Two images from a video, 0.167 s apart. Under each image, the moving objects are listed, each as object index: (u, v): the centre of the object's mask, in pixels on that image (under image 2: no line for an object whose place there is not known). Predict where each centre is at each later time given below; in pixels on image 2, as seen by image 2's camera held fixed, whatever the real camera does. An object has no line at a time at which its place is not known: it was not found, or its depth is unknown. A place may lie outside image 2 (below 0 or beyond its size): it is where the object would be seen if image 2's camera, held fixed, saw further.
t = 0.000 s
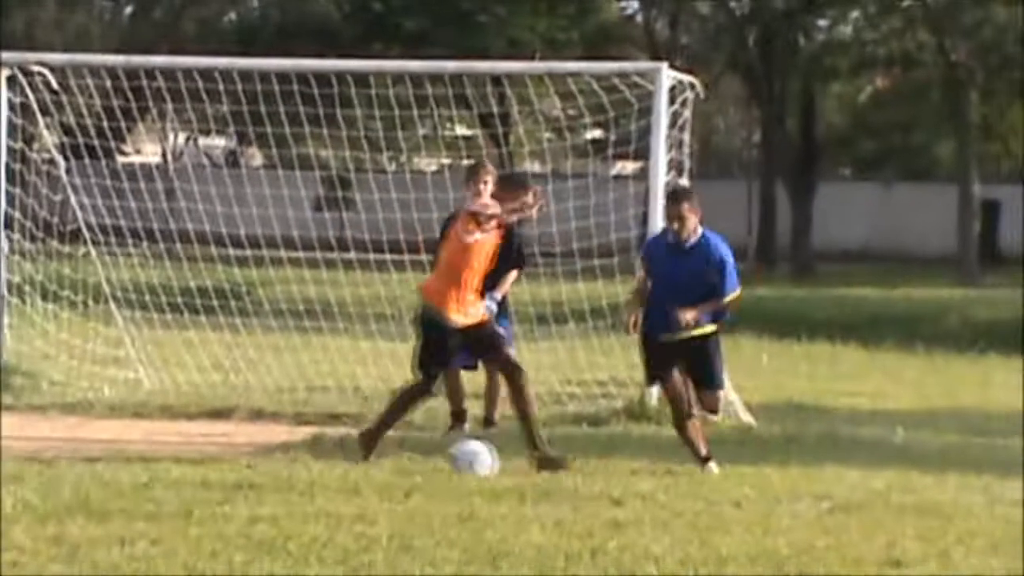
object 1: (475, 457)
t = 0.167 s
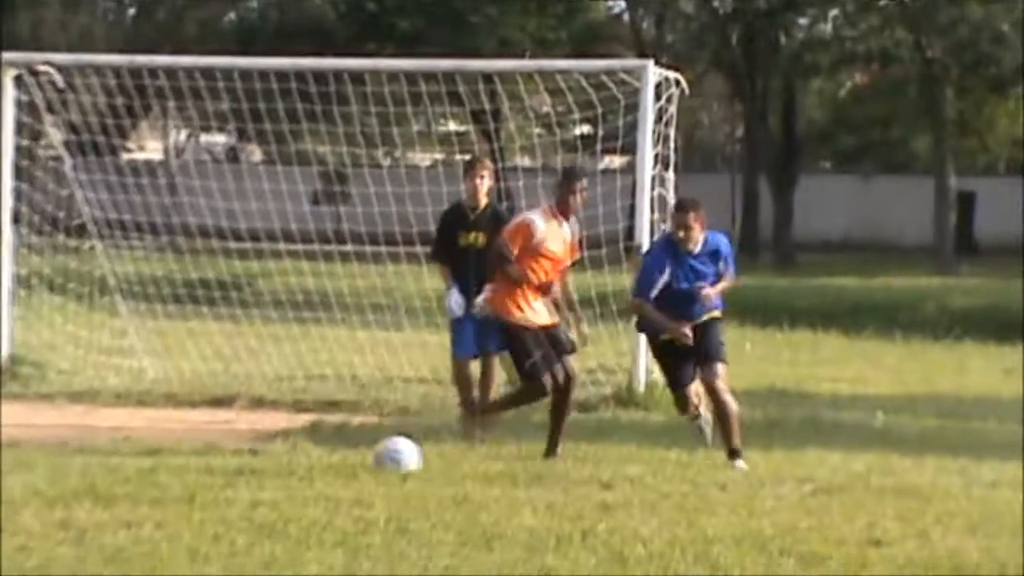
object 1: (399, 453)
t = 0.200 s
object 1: (386, 457)
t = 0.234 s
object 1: (376, 457)
